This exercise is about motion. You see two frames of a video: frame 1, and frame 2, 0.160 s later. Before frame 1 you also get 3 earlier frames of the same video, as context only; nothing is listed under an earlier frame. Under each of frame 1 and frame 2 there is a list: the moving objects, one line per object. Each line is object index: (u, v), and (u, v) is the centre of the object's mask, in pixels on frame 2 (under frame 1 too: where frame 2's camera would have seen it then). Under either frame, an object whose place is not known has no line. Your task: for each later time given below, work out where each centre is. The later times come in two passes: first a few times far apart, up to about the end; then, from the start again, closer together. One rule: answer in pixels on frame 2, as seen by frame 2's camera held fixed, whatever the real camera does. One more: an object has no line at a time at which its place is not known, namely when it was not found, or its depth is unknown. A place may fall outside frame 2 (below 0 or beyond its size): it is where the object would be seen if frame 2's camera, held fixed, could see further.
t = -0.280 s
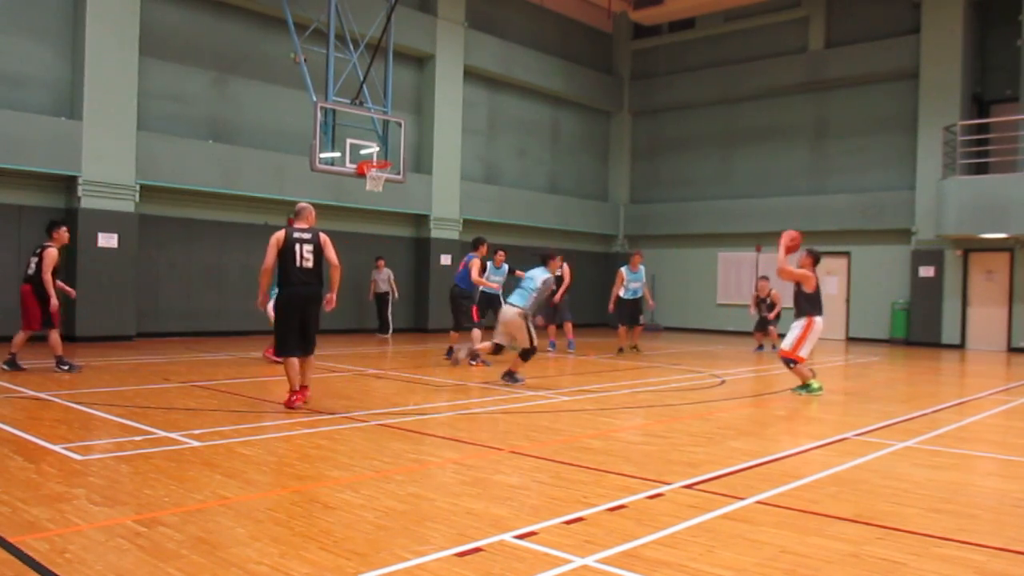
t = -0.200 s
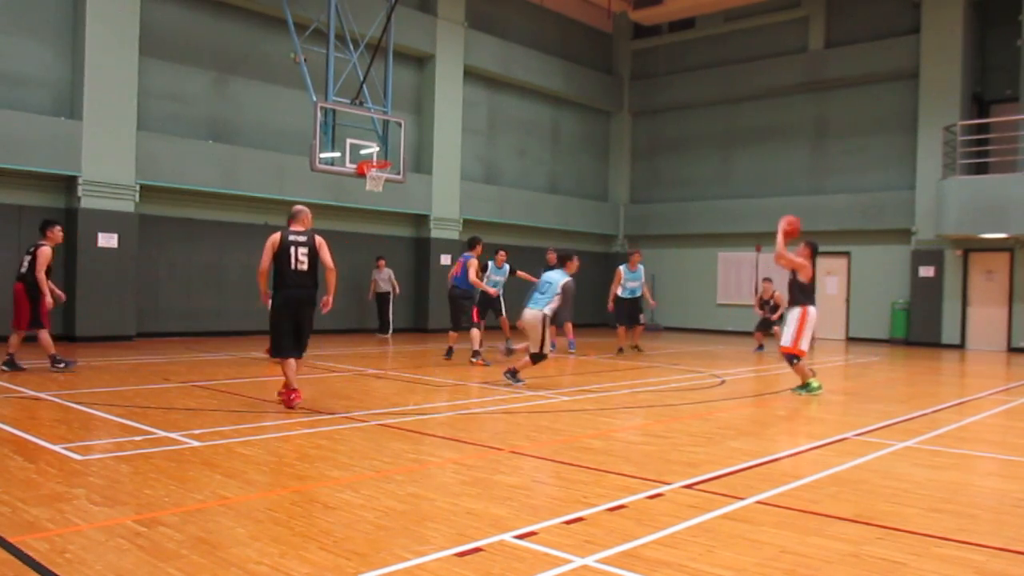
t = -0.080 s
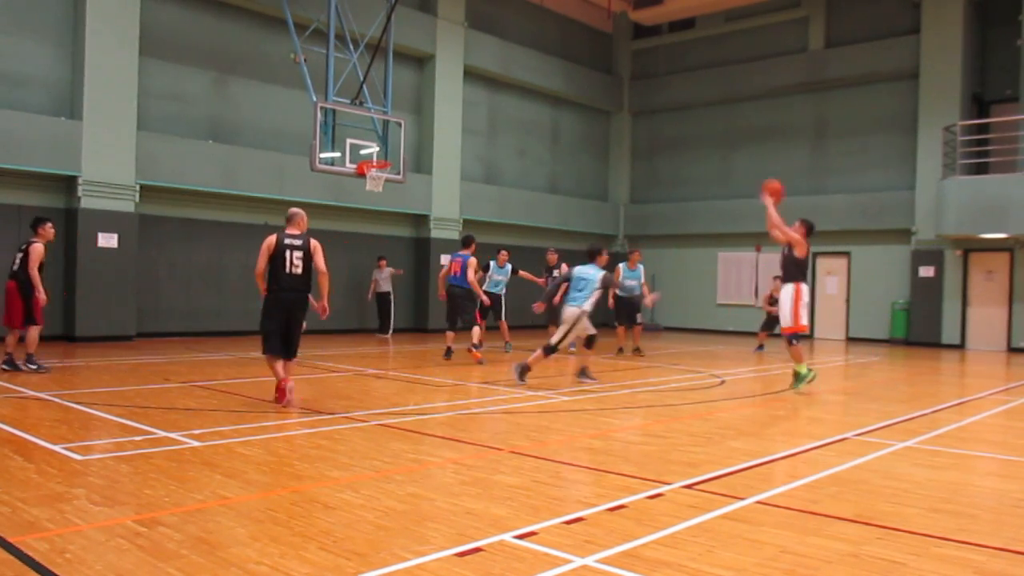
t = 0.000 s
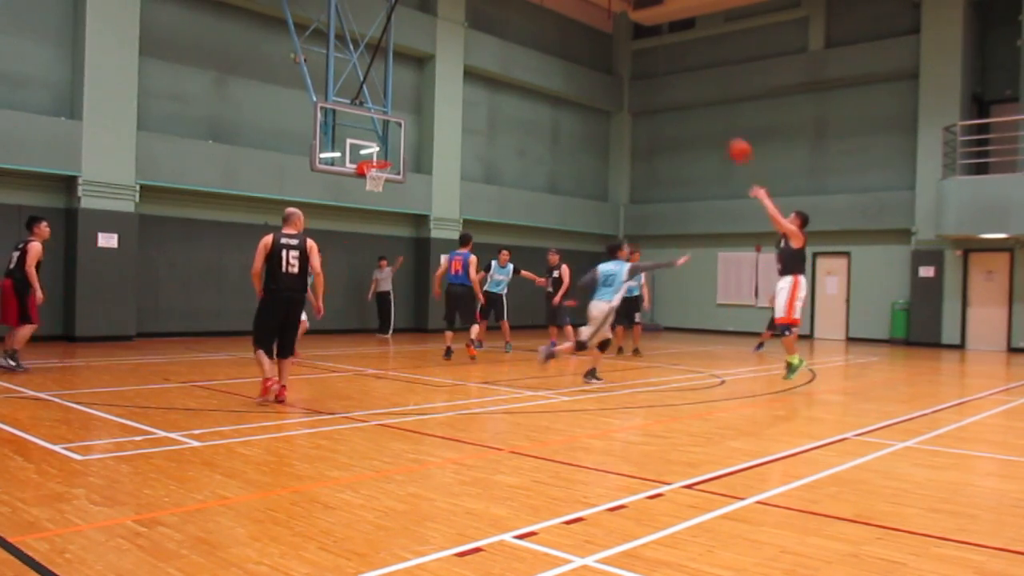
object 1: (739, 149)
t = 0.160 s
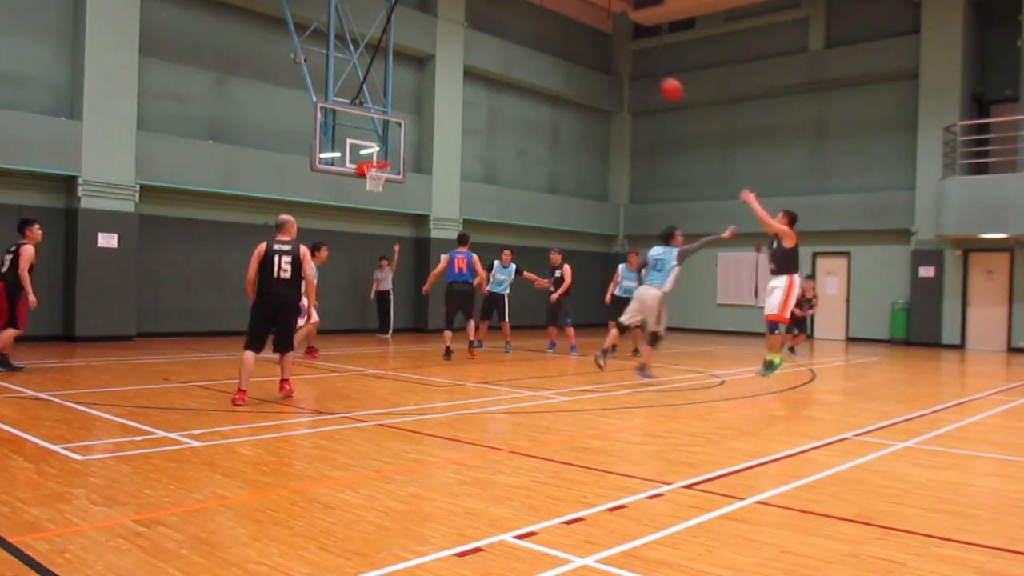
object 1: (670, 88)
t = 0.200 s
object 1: (655, 77)
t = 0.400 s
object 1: (583, 43)
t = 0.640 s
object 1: (507, 42)
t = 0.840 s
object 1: (451, 70)
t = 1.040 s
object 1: (400, 119)
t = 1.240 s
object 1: (376, 159)
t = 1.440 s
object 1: (406, 149)
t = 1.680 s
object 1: (440, 164)
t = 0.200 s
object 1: (655, 77)
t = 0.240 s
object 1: (640, 67)
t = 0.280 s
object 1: (625, 59)
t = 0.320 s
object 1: (611, 53)
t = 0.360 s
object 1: (597, 48)
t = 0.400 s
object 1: (583, 43)
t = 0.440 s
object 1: (570, 41)
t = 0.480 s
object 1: (557, 39)
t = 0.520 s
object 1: (544, 38)
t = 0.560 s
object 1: (531, 39)
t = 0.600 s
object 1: (519, 40)
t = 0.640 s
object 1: (507, 42)
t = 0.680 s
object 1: (495, 46)
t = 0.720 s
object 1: (484, 51)
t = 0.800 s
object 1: (462, 63)
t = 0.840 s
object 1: (451, 70)
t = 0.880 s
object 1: (440, 78)
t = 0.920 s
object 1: (429, 87)
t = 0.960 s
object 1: (419, 97)
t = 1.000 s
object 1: (410, 108)
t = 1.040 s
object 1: (400, 119)
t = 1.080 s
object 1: (390, 131)
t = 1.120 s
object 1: (381, 143)
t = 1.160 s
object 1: (371, 158)
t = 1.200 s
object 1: (369, 160)
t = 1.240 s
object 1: (376, 159)
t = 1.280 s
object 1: (383, 159)
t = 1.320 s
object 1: (389, 154)
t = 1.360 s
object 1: (394, 151)
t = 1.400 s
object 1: (400, 150)
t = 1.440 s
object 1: (406, 149)
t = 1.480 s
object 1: (412, 149)
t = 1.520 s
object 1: (417, 150)
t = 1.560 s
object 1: (423, 152)
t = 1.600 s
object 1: (429, 155)
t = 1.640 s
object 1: (435, 159)
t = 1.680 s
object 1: (440, 164)
